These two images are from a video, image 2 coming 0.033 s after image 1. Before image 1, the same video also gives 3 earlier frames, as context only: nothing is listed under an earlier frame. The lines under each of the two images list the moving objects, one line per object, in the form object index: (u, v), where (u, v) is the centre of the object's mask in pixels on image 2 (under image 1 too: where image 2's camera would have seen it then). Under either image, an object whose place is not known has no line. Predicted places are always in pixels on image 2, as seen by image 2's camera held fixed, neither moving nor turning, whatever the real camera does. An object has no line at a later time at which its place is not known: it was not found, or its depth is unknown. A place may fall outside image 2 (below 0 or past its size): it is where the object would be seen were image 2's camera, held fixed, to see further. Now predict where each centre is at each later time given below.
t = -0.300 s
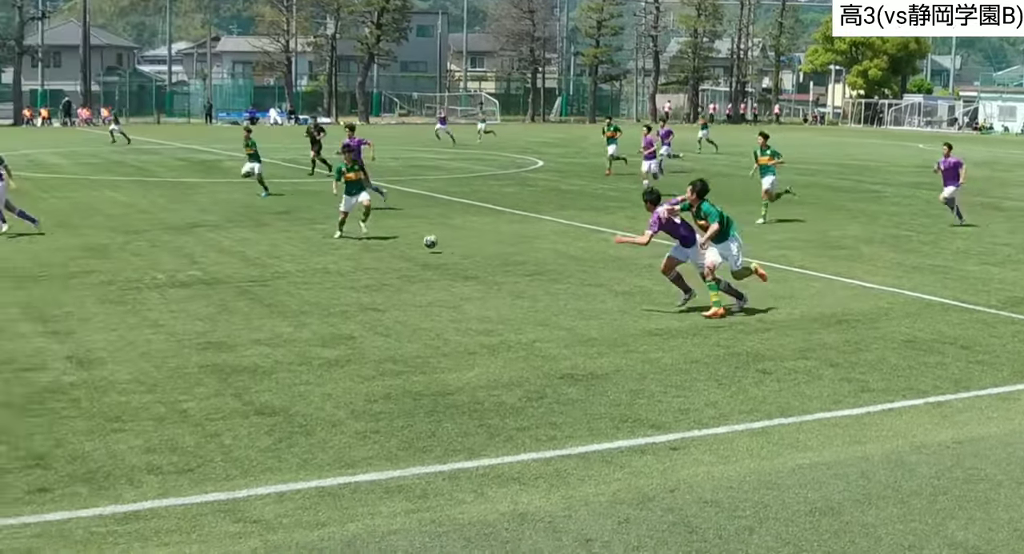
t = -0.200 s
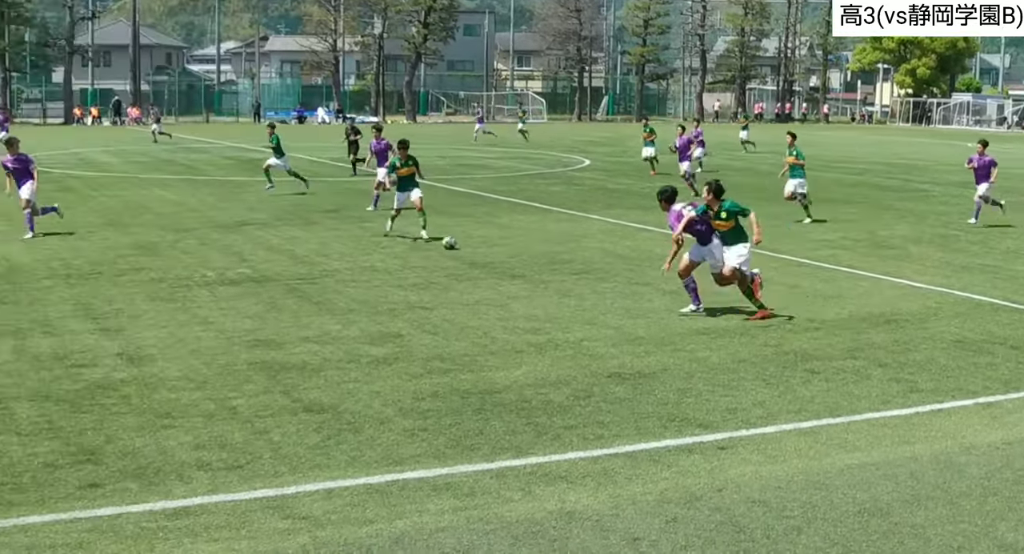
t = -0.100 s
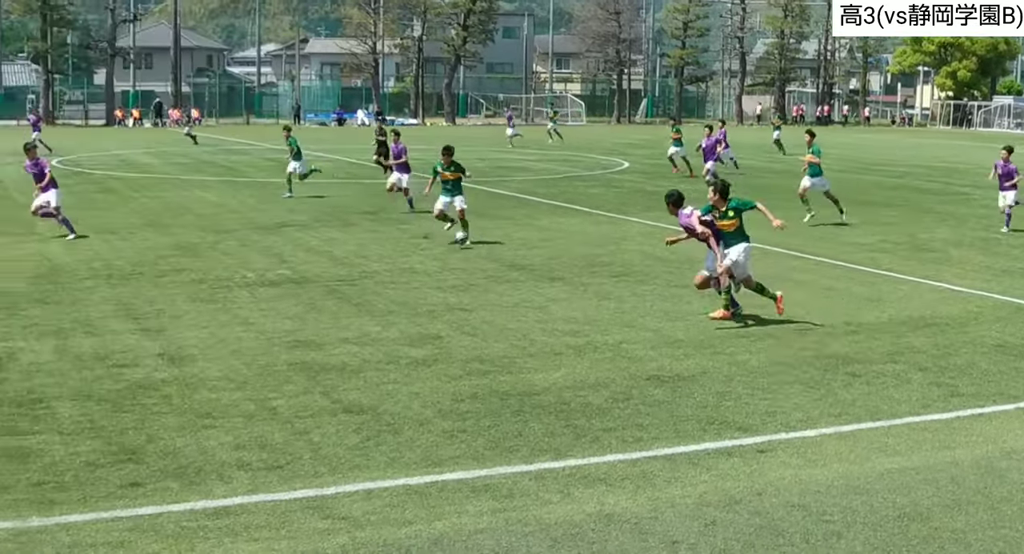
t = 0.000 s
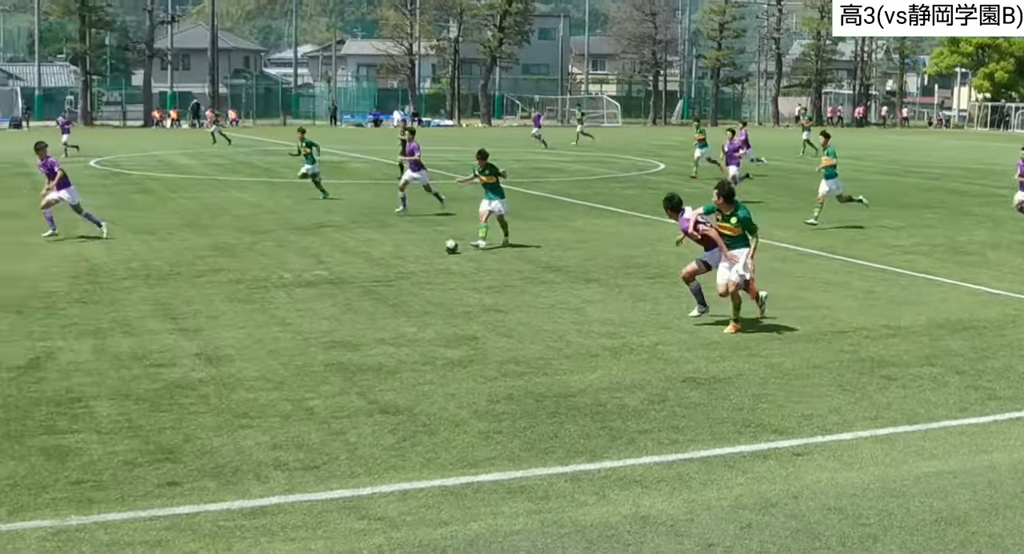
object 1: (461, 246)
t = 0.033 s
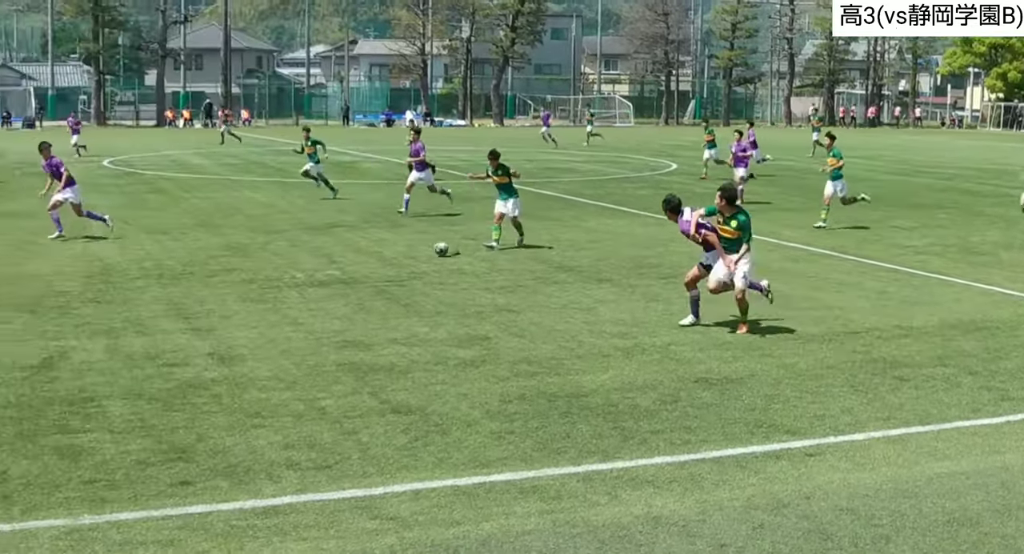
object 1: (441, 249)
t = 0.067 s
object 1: (421, 249)
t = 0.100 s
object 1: (401, 250)
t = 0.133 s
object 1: (381, 252)
